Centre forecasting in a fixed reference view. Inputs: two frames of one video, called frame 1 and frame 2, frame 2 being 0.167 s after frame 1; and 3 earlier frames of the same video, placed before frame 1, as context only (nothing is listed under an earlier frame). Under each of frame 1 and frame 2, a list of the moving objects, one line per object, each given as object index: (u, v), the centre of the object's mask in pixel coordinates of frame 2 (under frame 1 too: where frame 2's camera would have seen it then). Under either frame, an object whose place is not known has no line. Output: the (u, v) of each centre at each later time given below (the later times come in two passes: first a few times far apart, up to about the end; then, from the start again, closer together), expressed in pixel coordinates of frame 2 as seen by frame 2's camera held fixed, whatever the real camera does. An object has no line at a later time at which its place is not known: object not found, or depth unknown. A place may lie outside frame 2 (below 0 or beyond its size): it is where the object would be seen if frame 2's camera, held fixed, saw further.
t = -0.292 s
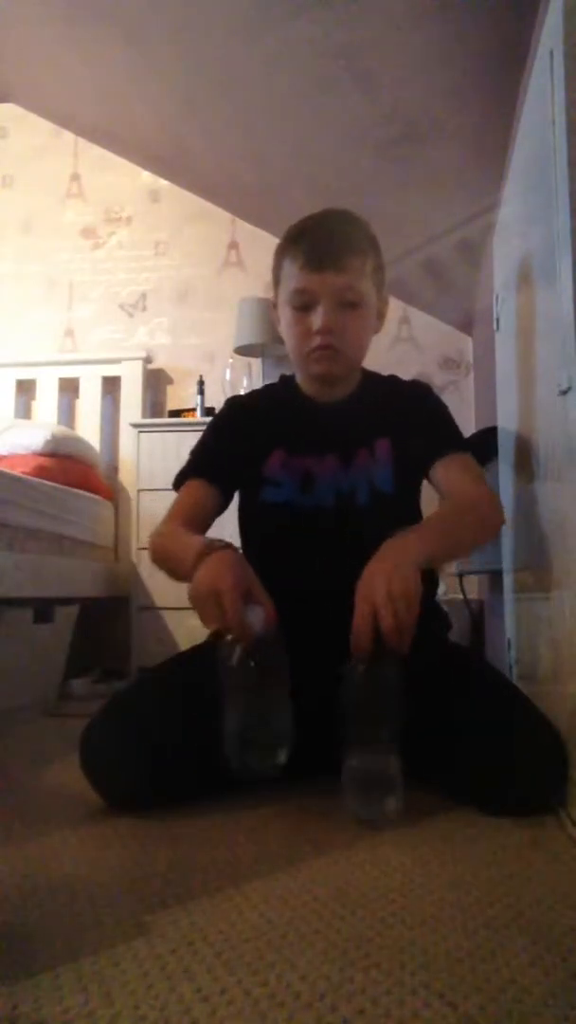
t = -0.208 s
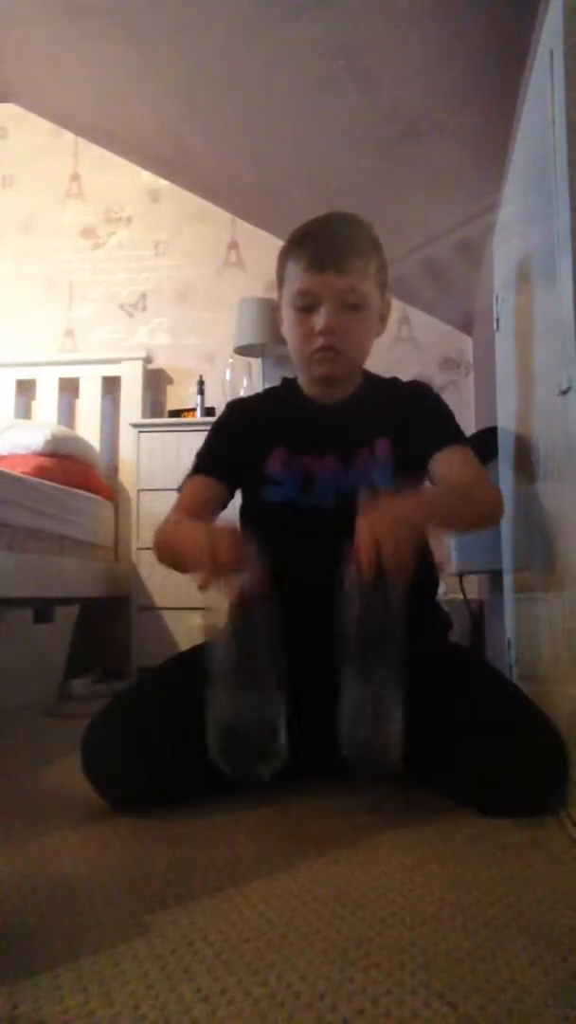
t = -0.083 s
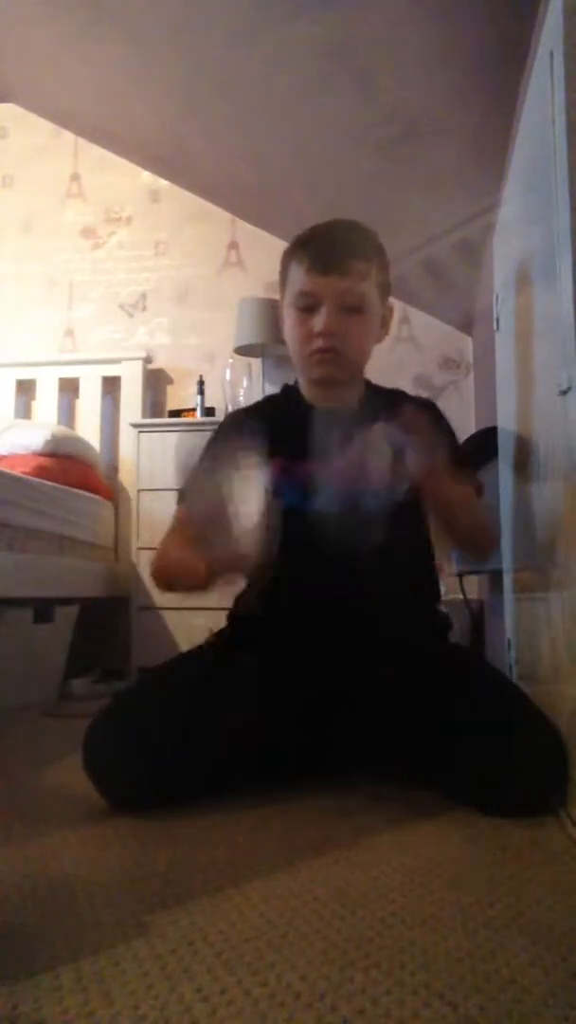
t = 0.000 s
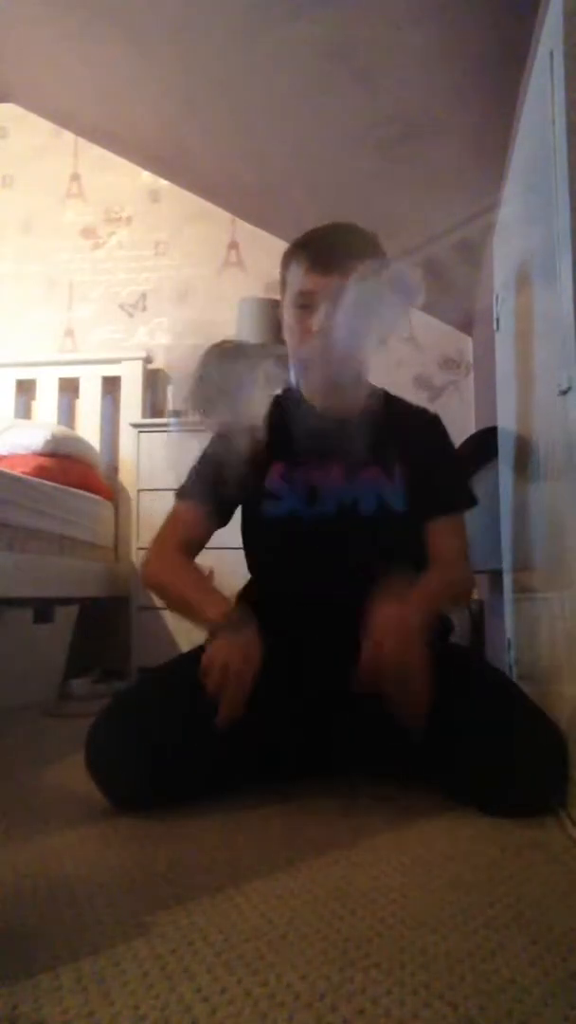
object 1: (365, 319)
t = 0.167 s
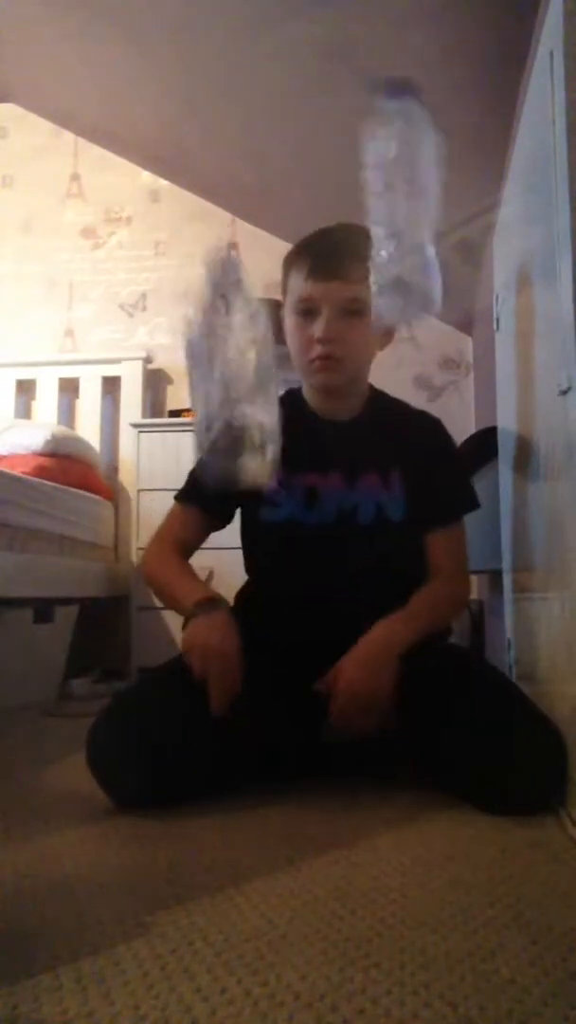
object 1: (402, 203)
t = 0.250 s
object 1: (428, 278)
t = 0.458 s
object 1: (479, 866)
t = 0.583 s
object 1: (476, 854)
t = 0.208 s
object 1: (415, 236)
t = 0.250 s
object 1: (428, 278)
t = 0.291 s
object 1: (426, 371)
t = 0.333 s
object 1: (416, 480)
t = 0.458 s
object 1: (479, 866)
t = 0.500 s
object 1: (476, 874)
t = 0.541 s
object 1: (477, 859)
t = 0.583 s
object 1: (476, 854)
